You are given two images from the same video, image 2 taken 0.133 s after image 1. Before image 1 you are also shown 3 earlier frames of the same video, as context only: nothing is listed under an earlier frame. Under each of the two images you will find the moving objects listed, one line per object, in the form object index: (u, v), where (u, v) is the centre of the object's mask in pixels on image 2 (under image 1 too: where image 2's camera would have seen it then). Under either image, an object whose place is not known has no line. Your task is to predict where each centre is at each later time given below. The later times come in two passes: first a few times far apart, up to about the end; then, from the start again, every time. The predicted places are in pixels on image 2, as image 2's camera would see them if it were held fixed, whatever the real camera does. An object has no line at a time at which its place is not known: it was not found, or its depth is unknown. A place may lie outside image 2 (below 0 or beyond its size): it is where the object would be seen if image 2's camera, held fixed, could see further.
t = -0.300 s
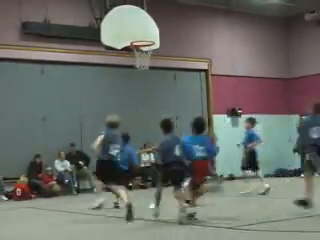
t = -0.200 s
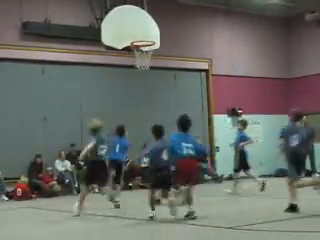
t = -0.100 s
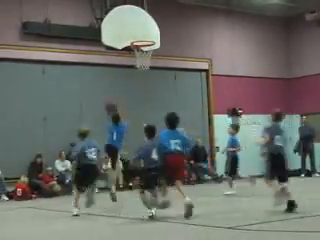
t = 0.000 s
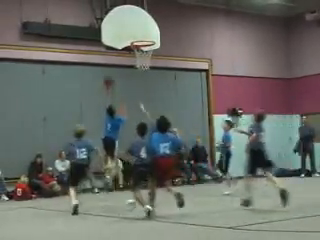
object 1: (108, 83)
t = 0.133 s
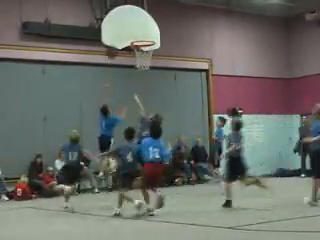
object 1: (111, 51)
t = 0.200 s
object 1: (114, 43)
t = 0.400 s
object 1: (131, 40)
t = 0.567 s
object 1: (146, 54)
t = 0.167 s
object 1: (112, 46)
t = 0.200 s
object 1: (114, 43)
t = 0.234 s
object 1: (117, 41)
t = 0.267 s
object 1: (119, 39)
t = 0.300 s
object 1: (122, 39)
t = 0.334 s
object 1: (126, 39)
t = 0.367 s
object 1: (128, 39)
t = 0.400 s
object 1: (131, 40)
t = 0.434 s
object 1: (134, 42)
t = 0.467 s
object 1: (137, 44)
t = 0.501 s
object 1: (138, 46)
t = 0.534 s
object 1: (142, 49)
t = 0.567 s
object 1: (146, 54)
